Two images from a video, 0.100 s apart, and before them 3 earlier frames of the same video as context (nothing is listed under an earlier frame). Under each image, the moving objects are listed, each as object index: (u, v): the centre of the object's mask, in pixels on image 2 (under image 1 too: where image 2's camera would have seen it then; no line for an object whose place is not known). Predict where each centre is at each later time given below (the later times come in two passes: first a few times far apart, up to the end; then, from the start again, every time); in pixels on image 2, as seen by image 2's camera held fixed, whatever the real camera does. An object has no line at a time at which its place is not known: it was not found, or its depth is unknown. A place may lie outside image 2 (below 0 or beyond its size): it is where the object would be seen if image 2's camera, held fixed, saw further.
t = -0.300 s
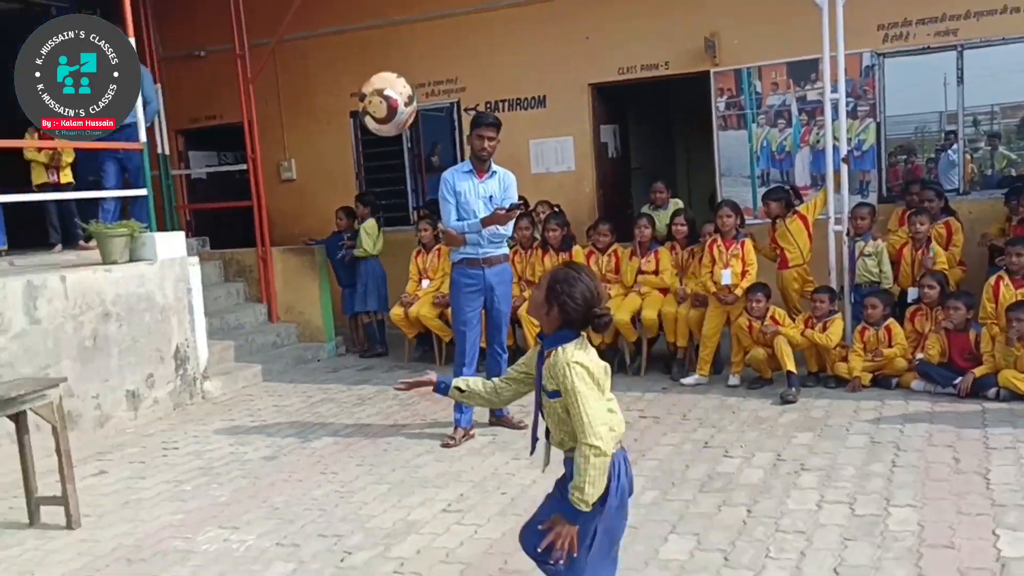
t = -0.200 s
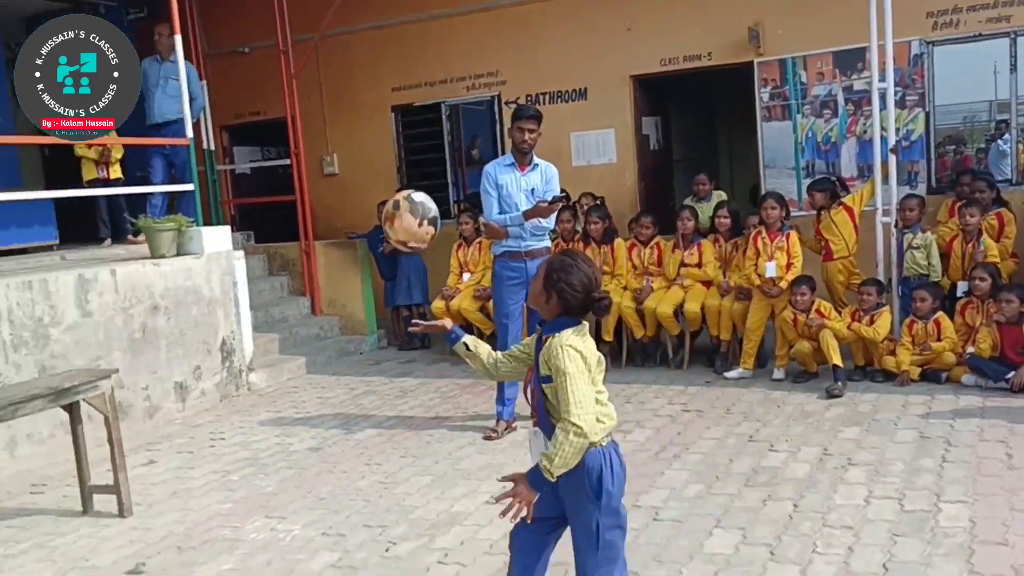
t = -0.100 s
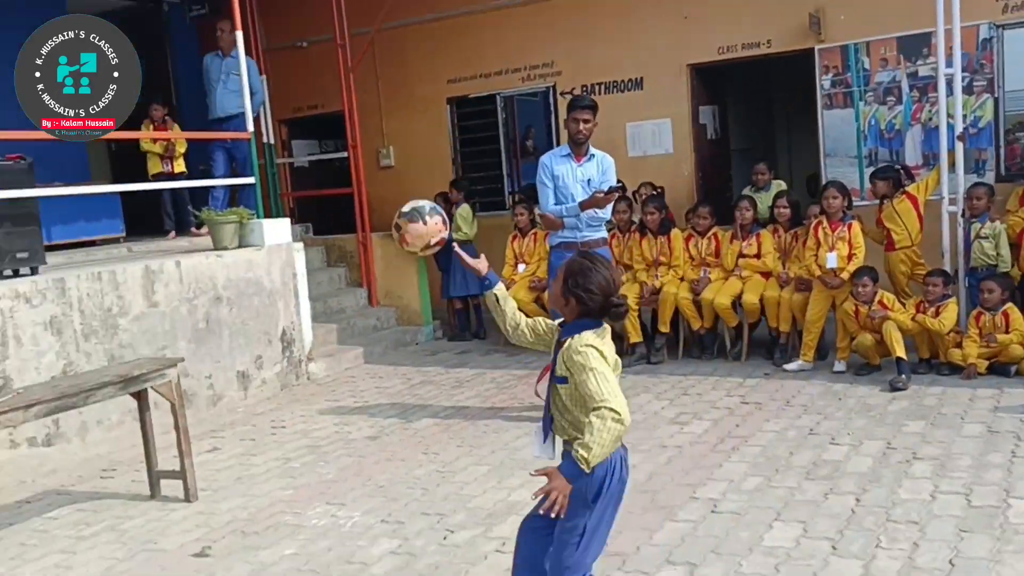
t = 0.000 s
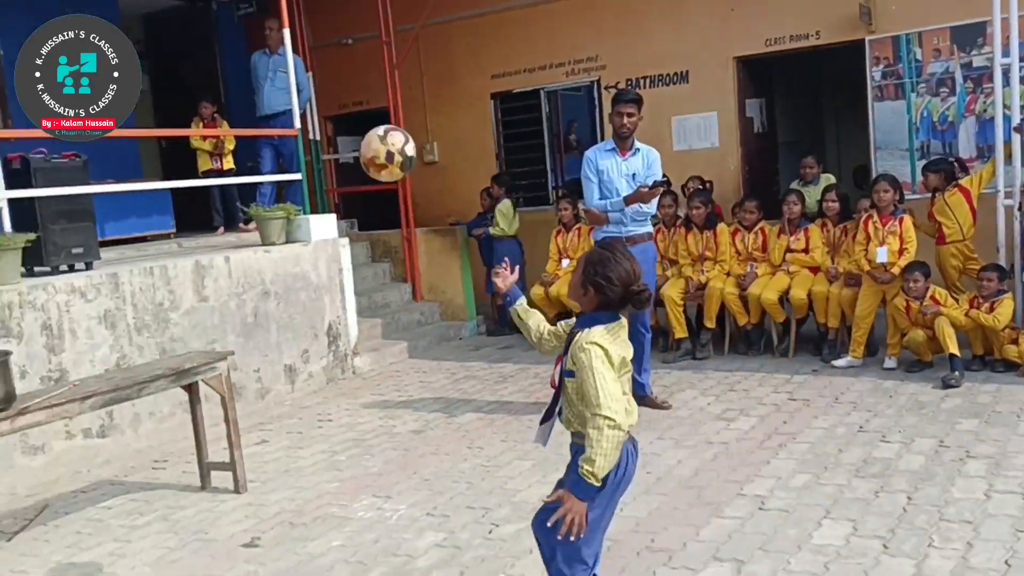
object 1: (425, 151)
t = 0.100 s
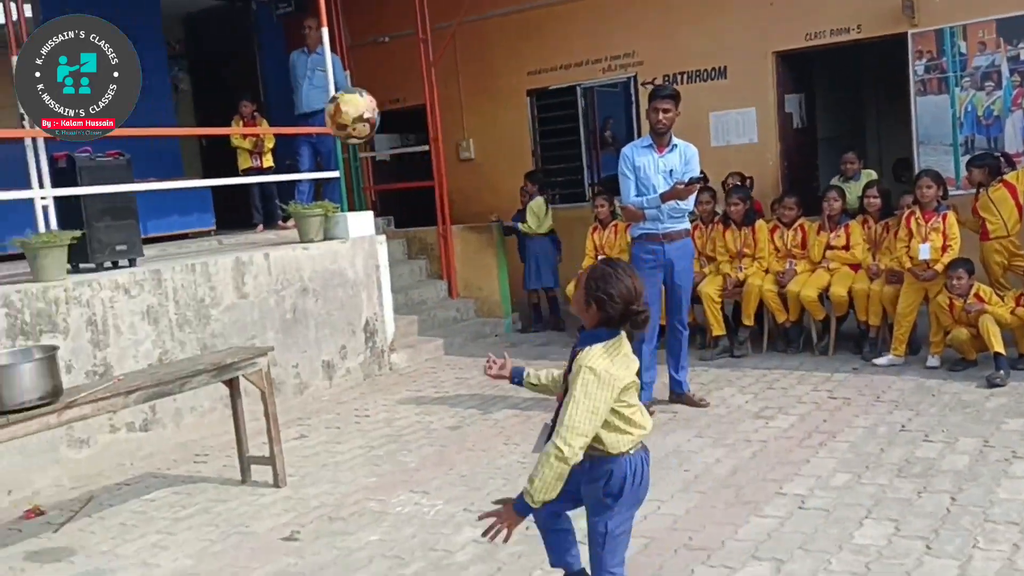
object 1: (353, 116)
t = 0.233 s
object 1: (271, 118)
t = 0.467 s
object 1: (160, 233)
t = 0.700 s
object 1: (94, 471)
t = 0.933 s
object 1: (25, 450)
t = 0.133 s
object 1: (331, 111)
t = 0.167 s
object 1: (310, 111)
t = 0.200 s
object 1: (290, 112)
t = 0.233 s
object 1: (271, 118)
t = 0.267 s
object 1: (253, 126)
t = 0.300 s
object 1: (236, 136)
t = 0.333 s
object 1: (219, 150)
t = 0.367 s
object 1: (203, 166)
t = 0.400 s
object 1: (188, 186)
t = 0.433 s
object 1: (173, 208)
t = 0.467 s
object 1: (160, 233)
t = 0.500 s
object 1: (147, 262)
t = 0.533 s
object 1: (136, 293)
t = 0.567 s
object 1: (126, 325)
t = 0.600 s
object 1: (117, 359)
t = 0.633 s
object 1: (108, 395)
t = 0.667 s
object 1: (100, 433)
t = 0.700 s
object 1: (94, 471)
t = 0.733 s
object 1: (88, 511)
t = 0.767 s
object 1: (82, 553)
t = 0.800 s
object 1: (70, 531)
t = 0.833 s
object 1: (56, 502)
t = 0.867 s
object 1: (43, 476)
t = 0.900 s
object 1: (30, 454)
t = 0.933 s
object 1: (25, 450)
